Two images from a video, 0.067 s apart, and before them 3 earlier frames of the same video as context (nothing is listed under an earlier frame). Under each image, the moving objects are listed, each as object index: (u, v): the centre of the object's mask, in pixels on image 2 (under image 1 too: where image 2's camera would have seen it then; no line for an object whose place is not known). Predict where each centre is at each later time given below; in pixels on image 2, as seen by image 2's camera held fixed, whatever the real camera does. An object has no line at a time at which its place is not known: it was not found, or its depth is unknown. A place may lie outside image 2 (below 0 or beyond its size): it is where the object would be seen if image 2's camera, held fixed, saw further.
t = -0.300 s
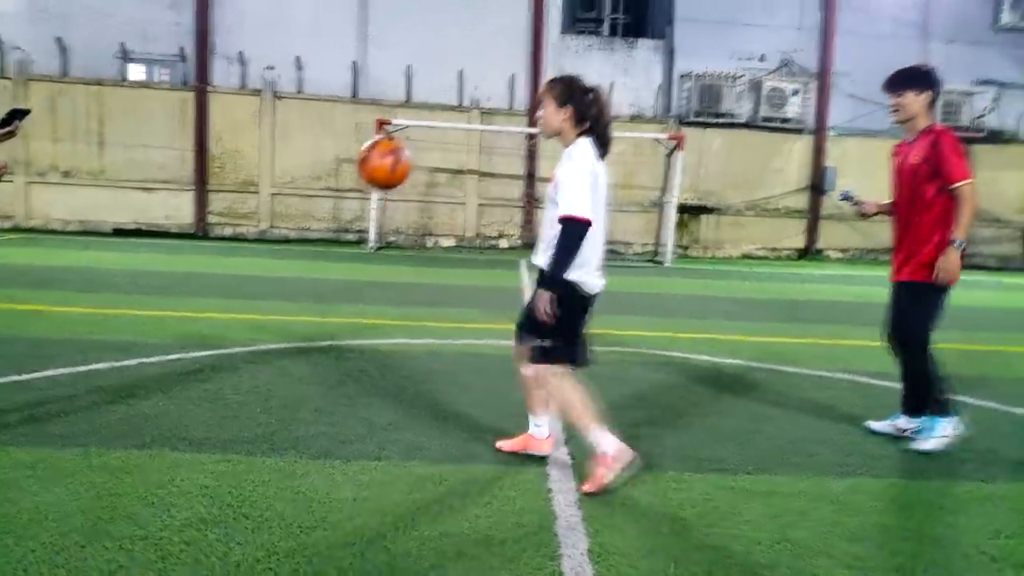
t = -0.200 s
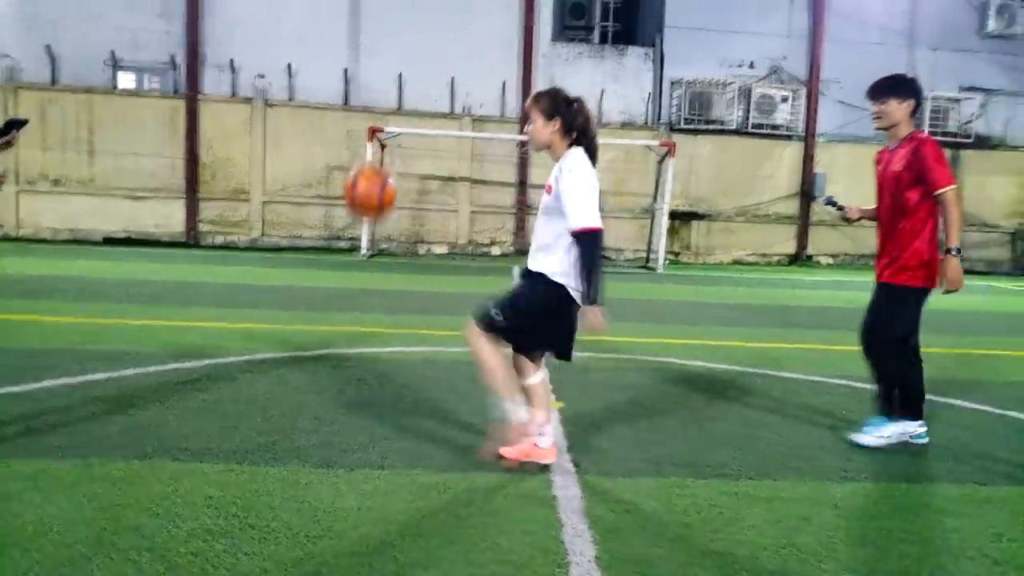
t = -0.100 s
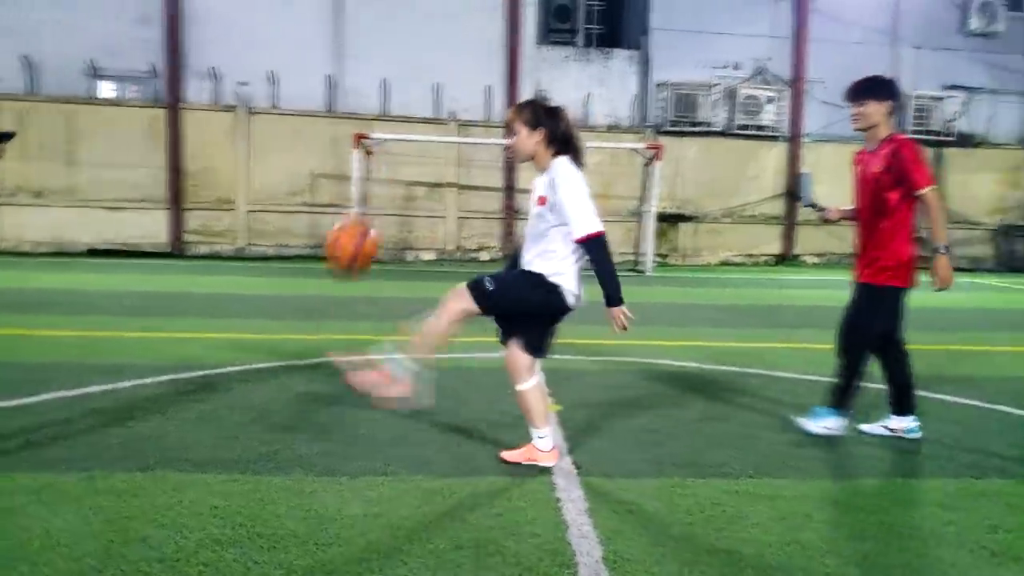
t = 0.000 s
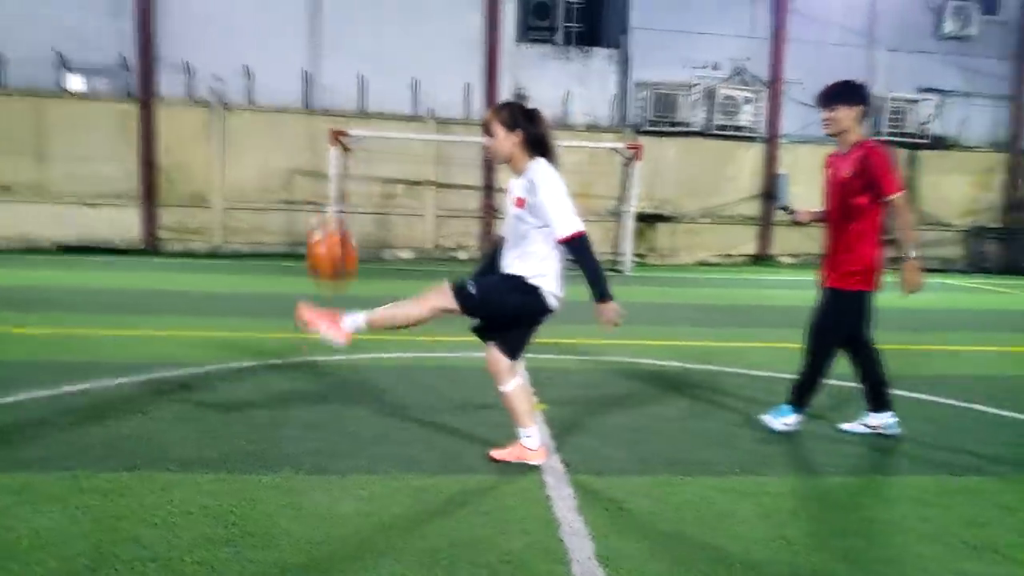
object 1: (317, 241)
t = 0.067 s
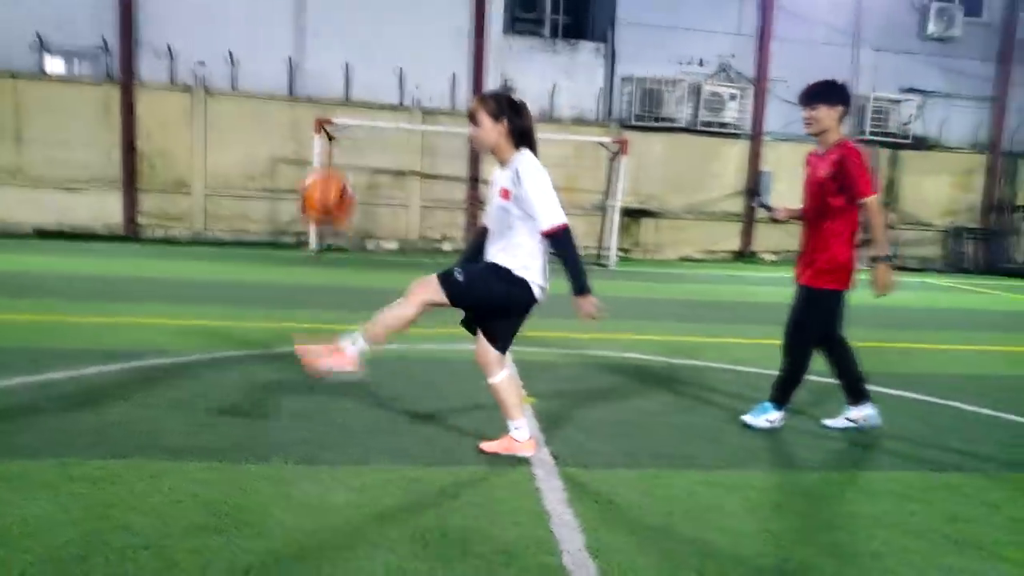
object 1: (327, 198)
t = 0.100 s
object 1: (332, 179)
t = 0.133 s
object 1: (337, 165)
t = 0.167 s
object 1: (343, 152)
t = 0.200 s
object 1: (349, 143)
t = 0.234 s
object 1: (356, 136)
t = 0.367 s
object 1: (379, 141)
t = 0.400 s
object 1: (385, 149)
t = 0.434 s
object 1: (391, 159)
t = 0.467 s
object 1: (395, 173)
